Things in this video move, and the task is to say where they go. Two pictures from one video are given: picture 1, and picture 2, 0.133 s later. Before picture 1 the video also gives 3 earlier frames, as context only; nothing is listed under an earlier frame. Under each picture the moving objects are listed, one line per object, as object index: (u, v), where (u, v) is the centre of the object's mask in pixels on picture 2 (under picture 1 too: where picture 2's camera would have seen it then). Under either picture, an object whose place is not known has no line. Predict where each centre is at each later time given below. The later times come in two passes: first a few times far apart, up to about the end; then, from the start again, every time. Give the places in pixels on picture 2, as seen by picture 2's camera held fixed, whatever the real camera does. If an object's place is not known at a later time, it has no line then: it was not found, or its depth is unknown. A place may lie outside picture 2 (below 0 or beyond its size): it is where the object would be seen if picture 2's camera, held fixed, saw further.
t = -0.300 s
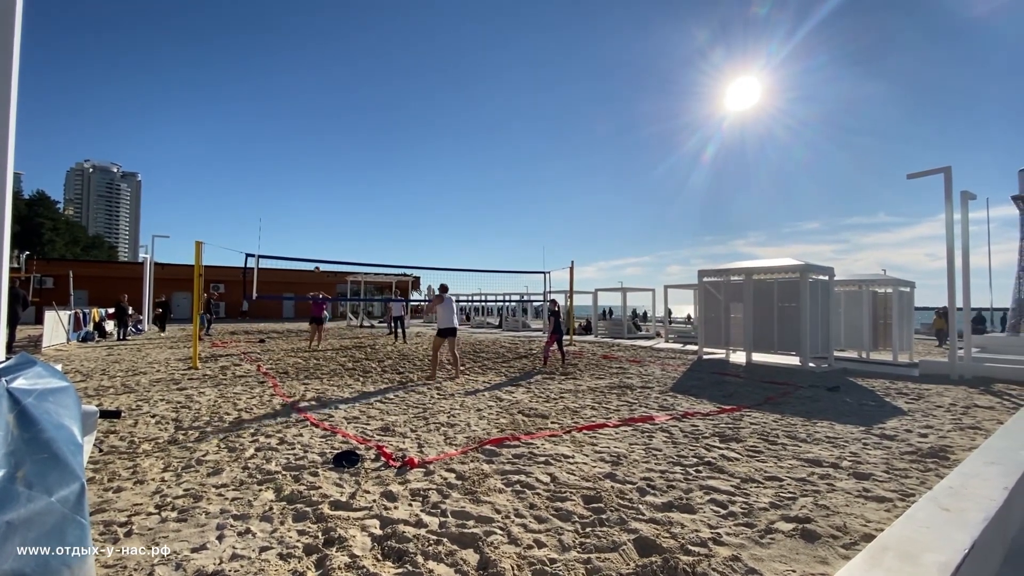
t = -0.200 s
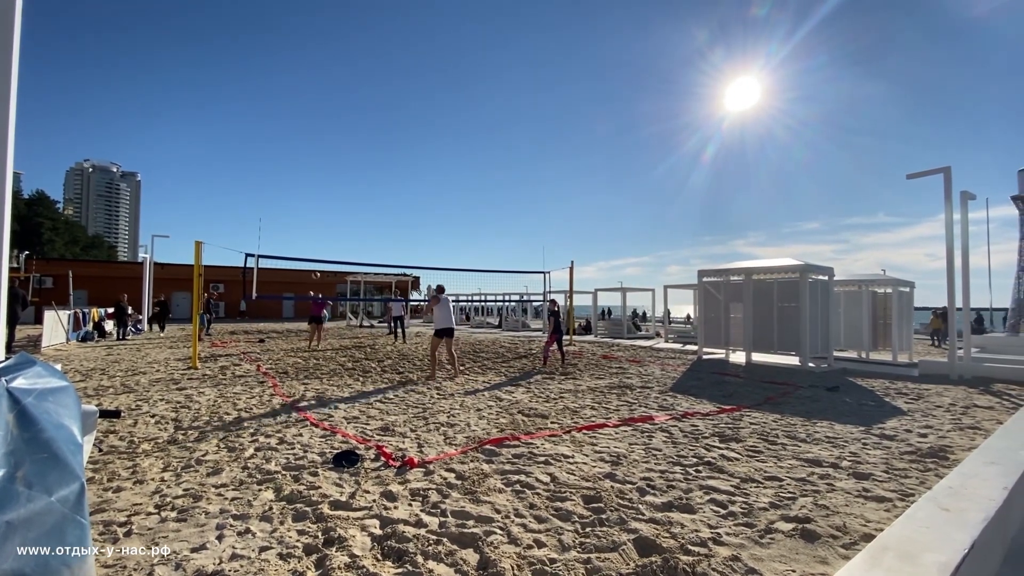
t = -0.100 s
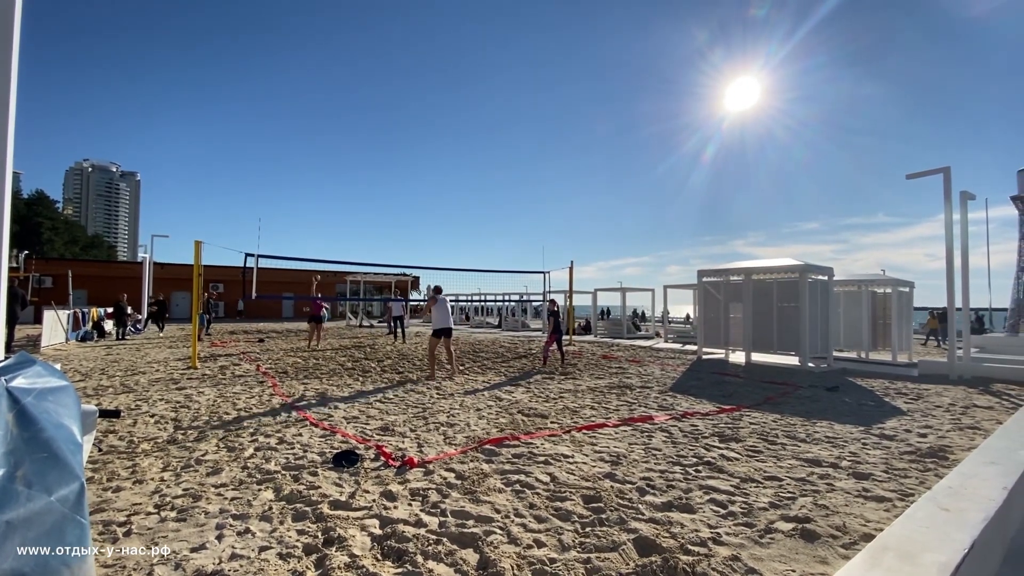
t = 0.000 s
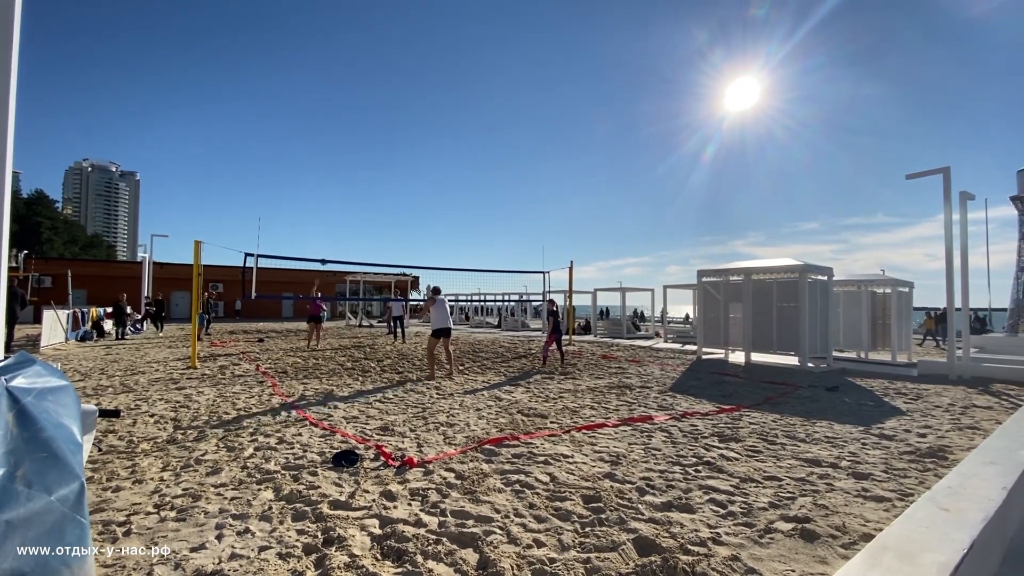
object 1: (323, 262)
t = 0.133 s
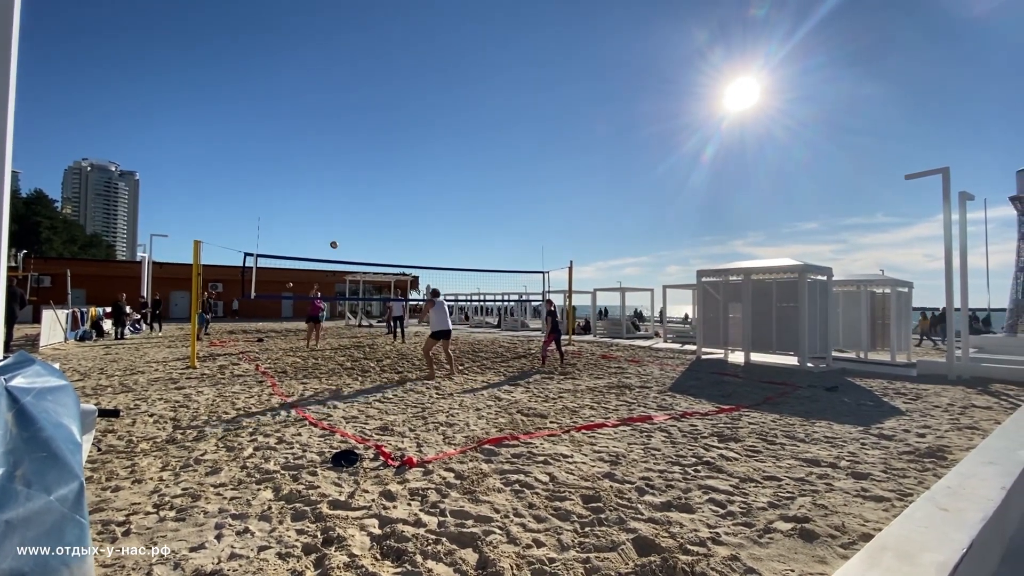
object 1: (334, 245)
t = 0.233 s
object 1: (342, 235)
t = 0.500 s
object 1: (366, 227)
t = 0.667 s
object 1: (384, 237)
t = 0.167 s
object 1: (337, 241)
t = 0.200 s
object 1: (339, 238)
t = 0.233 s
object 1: (342, 235)
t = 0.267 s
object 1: (345, 233)
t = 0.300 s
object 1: (348, 231)
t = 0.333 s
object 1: (351, 229)
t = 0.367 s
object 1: (354, 228)
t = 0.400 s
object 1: (357, 228)
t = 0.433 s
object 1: (360, 227)
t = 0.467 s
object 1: (363, 227)
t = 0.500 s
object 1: (366, 227)
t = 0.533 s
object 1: (370, 228)
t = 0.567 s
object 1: (373, 230)
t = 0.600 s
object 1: (377, 232)
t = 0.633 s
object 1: (380, 234)
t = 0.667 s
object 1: (384, 237)
